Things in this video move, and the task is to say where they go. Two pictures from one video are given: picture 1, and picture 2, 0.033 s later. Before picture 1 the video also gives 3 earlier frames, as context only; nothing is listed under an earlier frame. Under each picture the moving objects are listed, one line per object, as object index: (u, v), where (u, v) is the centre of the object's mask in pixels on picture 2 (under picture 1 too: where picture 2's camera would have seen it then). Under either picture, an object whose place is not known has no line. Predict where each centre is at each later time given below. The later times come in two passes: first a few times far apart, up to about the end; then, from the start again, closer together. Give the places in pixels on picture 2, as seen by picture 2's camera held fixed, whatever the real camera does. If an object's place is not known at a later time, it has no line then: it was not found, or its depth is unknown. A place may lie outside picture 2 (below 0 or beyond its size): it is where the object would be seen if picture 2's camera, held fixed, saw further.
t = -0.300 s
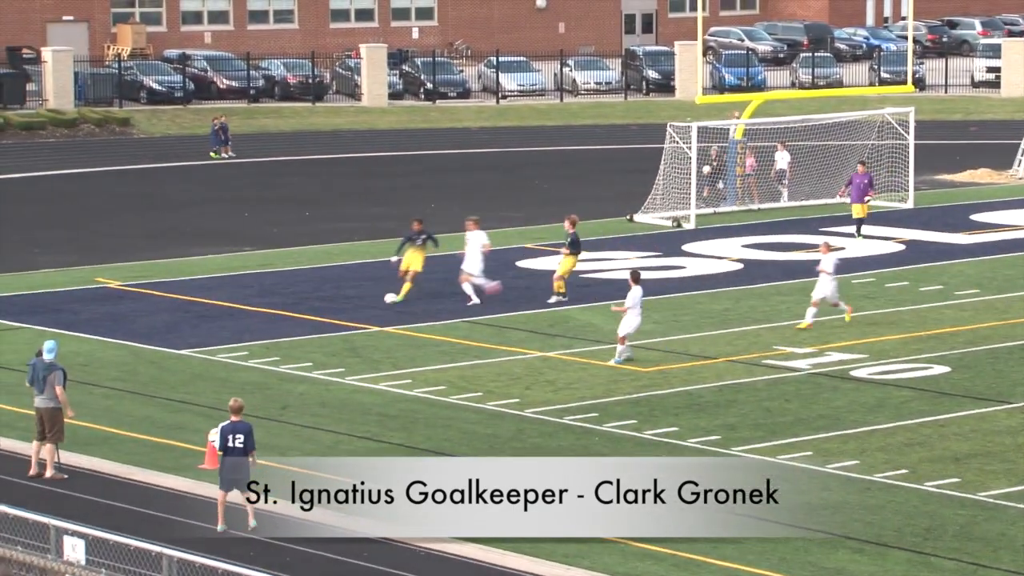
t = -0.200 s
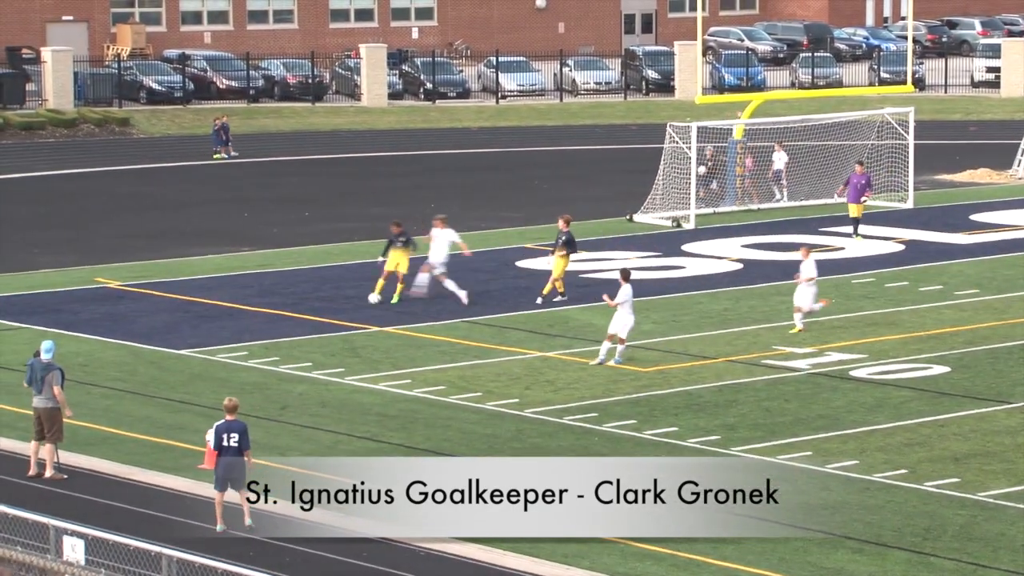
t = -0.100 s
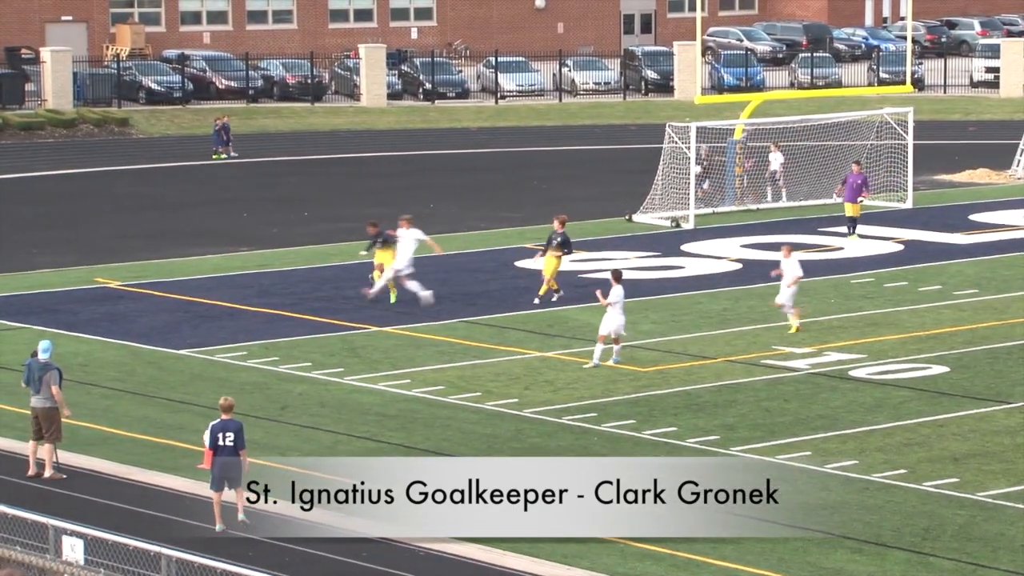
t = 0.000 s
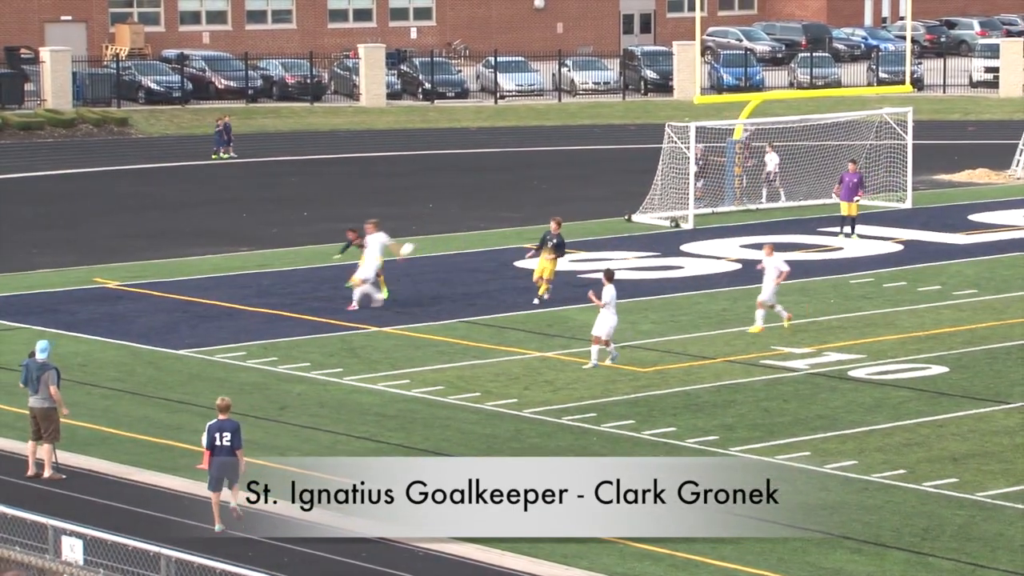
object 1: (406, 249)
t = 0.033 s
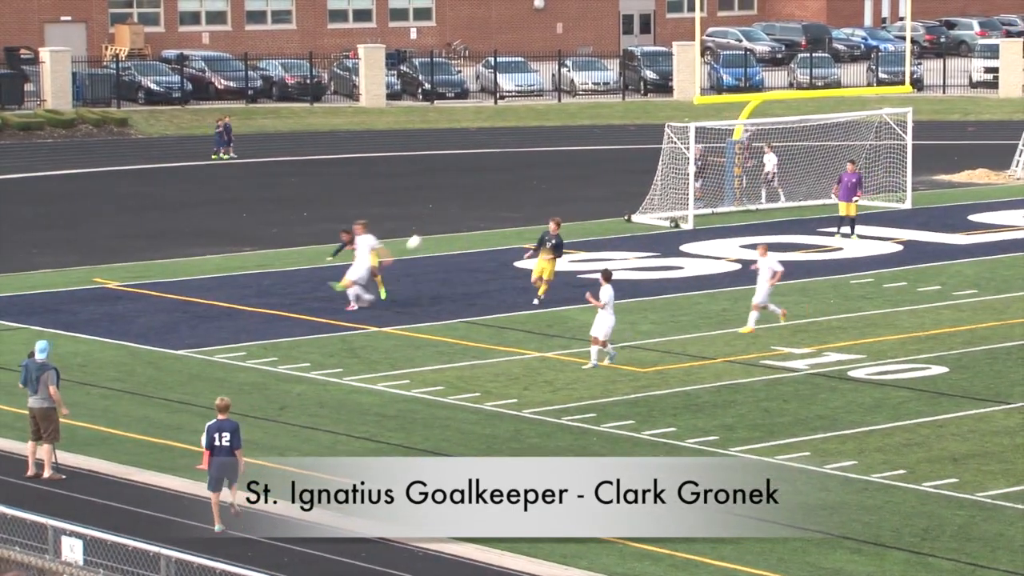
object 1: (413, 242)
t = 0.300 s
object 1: (482, 196)
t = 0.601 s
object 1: (582, 179)
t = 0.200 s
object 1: (454, 210)
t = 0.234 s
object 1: (462, 205)
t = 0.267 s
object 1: (472, 200)
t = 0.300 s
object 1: (482, 196)
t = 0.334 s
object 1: (491, 192)
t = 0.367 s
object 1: (502, 188)
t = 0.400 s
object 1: (512, 185)
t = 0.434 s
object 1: (523, 183)
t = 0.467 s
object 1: (535, 181)
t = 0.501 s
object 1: (545, 179)
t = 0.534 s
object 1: (557, 178)
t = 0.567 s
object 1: (569, 178)
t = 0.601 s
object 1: (582, 179)
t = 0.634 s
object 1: (595, 179)
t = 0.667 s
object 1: (608, 181)
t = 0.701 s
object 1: (621, 183)
